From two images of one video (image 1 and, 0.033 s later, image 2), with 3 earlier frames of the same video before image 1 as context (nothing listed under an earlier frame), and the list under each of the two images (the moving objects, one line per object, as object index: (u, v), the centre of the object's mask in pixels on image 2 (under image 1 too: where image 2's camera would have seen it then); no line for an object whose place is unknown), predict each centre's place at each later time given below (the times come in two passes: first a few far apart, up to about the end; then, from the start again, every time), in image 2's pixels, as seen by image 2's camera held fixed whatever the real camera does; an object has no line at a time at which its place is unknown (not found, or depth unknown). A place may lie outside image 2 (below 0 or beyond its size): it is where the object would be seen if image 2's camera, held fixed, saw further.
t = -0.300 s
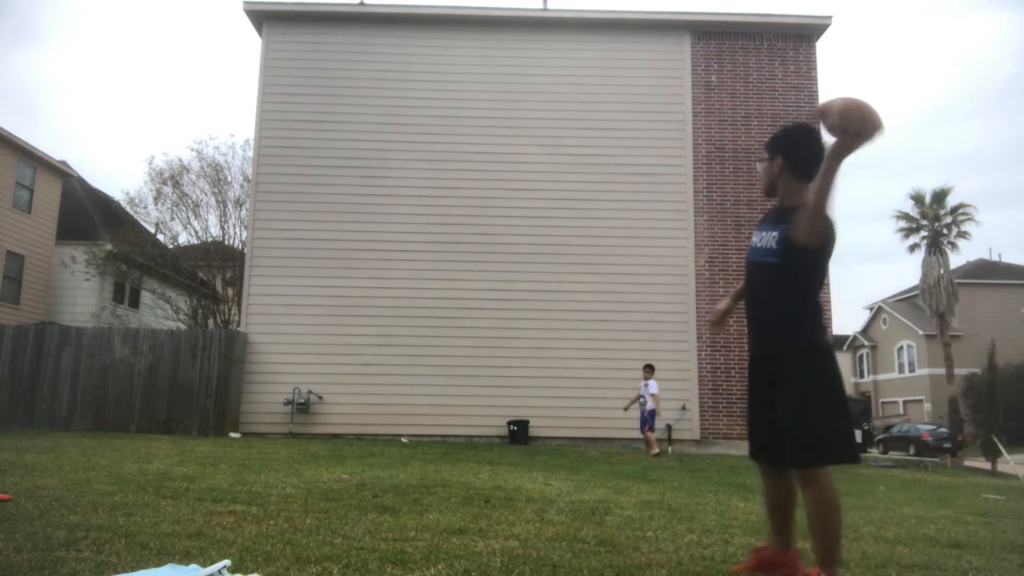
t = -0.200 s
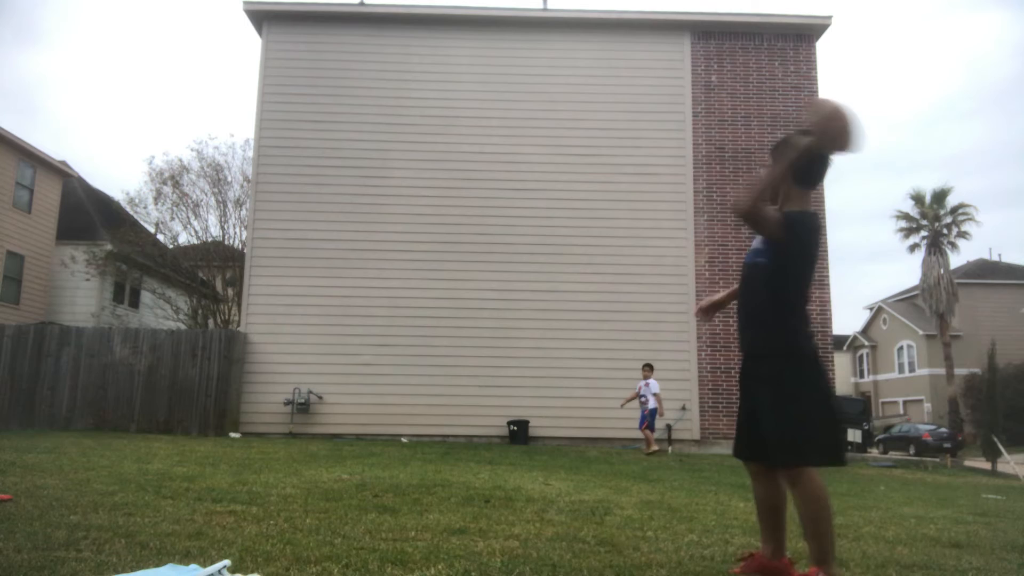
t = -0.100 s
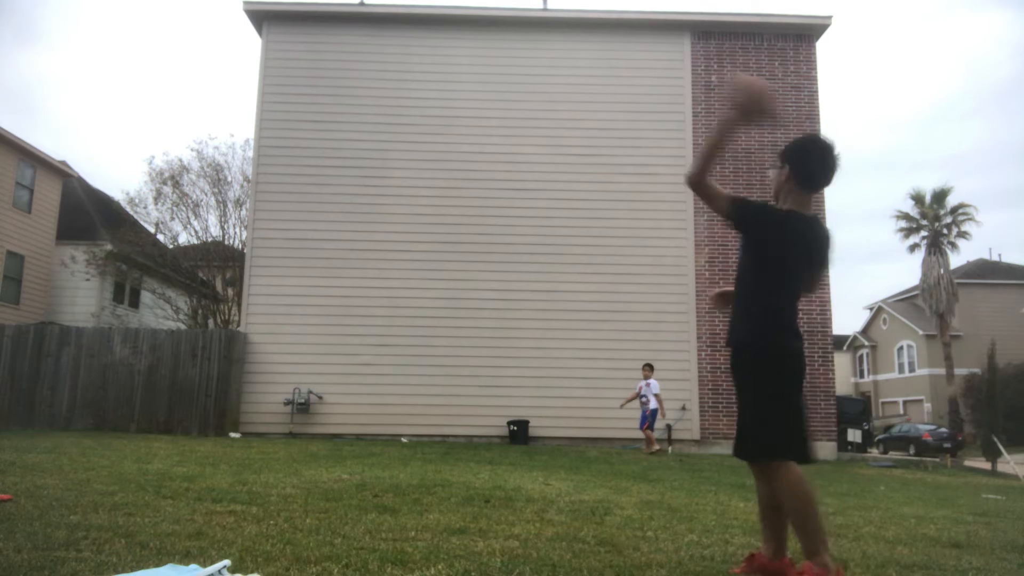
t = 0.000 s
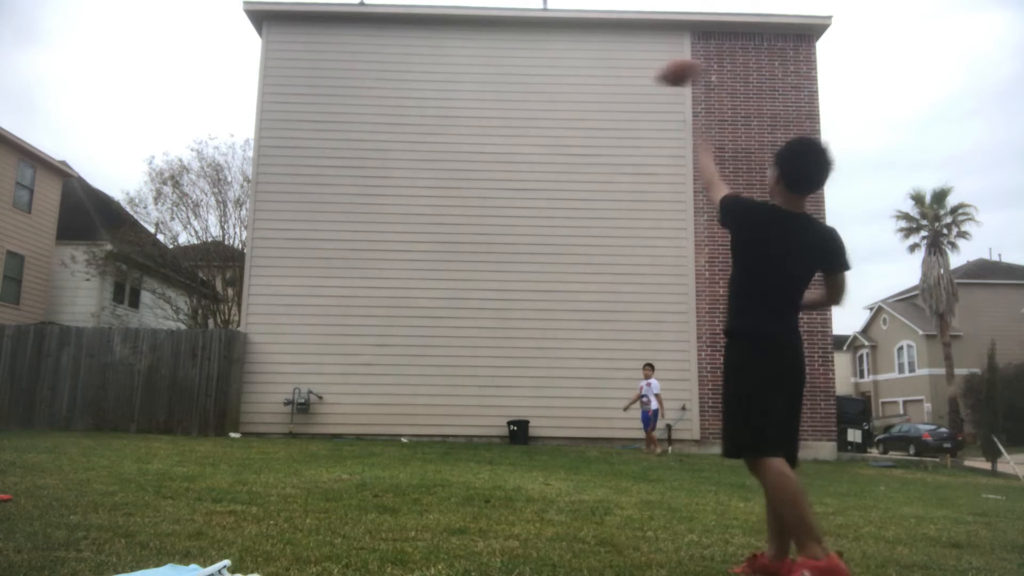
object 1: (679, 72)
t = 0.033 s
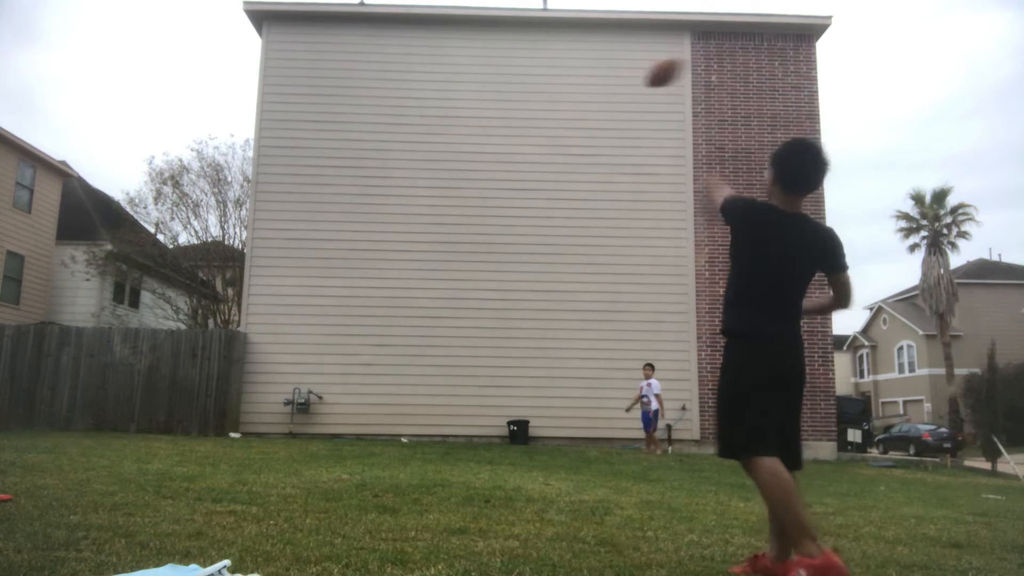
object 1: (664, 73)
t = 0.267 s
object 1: (598, 107)
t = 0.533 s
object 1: (560, 177)
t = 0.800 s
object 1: (536, 260)
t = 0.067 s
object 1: (651, 74)
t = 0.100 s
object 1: (639, 77)
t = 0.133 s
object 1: (628, 82)
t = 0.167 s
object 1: (618, 88)
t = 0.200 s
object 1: (611, 93)
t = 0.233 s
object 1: (604, 100)
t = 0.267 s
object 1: (598, 107)
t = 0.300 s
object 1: (591, 115)
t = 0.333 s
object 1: (586, 122)
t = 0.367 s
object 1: (581, 130)
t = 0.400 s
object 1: (576, 140)
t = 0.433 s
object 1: (572, 148)
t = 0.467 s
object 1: (568, 157)
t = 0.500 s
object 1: (564, 166)
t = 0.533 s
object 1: (560, 177)
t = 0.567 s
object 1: (557, 187)
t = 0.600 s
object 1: (553, 196)
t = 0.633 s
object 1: (551, 206)
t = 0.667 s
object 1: (547, 217)
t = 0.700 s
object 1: (543, 229)
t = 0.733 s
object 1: (541, 239)
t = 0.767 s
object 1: (539, 249)
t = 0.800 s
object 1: (536, 260)
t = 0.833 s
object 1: (534, 272)
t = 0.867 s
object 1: (532, 282)
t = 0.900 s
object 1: (530, 293)
